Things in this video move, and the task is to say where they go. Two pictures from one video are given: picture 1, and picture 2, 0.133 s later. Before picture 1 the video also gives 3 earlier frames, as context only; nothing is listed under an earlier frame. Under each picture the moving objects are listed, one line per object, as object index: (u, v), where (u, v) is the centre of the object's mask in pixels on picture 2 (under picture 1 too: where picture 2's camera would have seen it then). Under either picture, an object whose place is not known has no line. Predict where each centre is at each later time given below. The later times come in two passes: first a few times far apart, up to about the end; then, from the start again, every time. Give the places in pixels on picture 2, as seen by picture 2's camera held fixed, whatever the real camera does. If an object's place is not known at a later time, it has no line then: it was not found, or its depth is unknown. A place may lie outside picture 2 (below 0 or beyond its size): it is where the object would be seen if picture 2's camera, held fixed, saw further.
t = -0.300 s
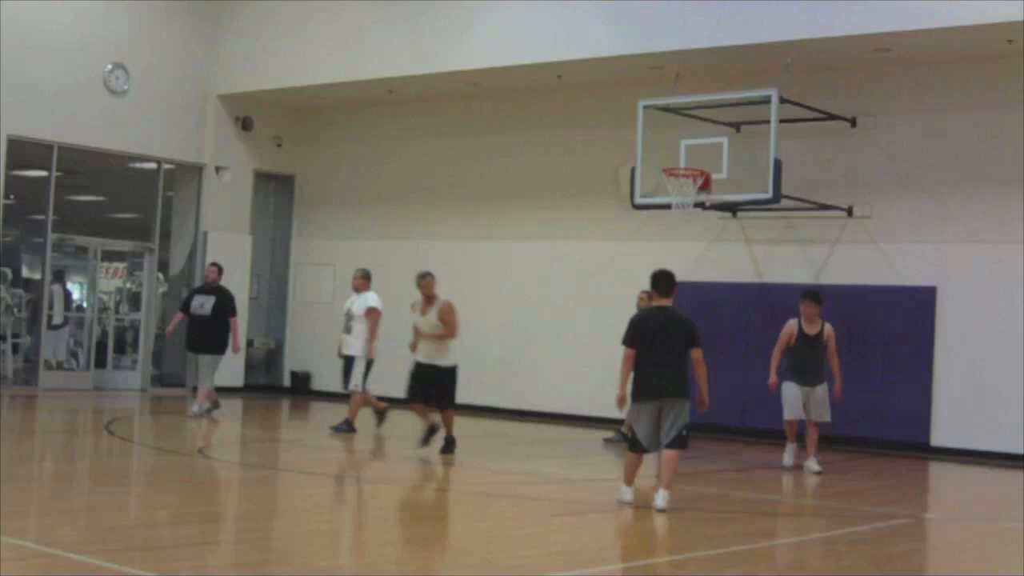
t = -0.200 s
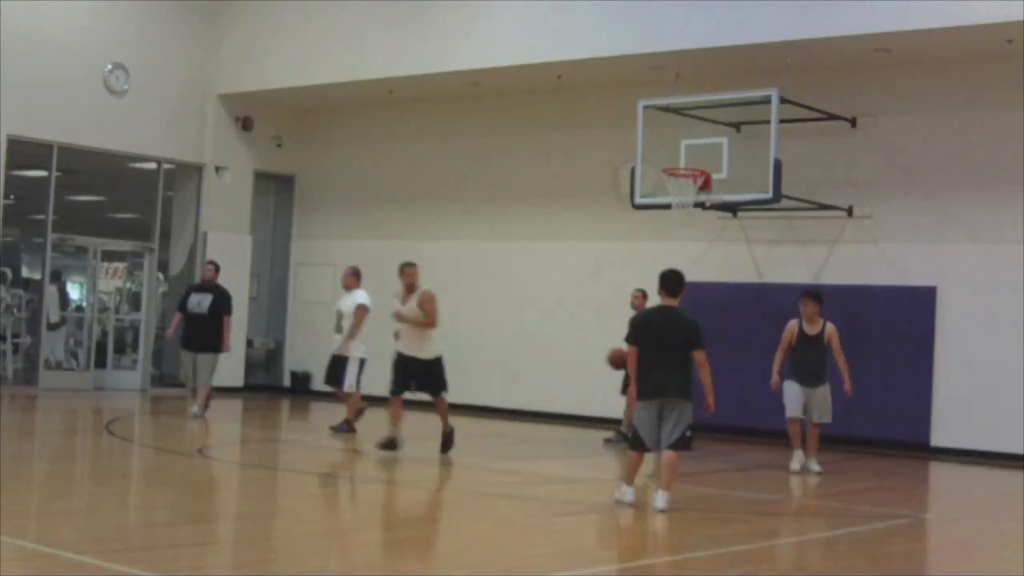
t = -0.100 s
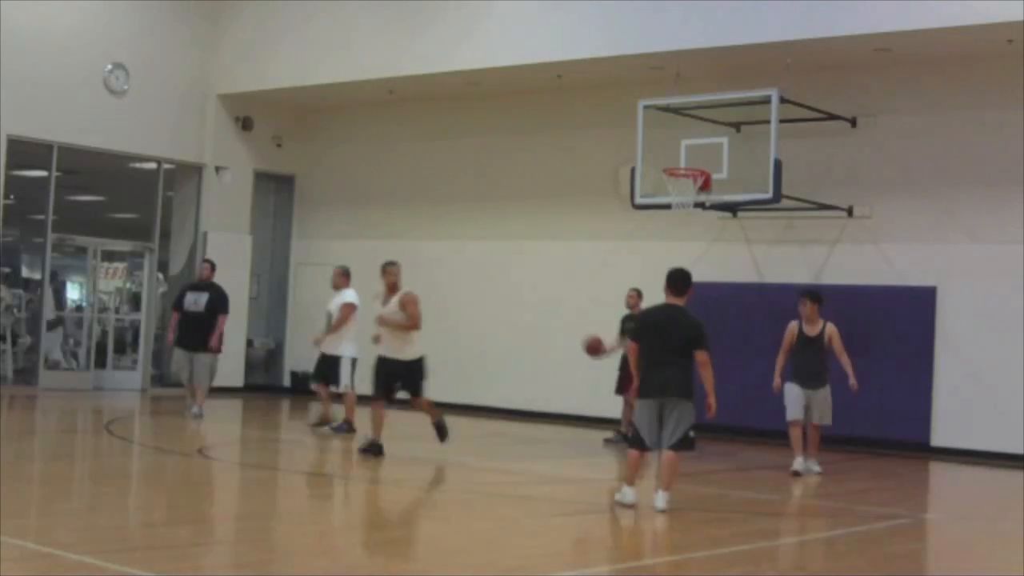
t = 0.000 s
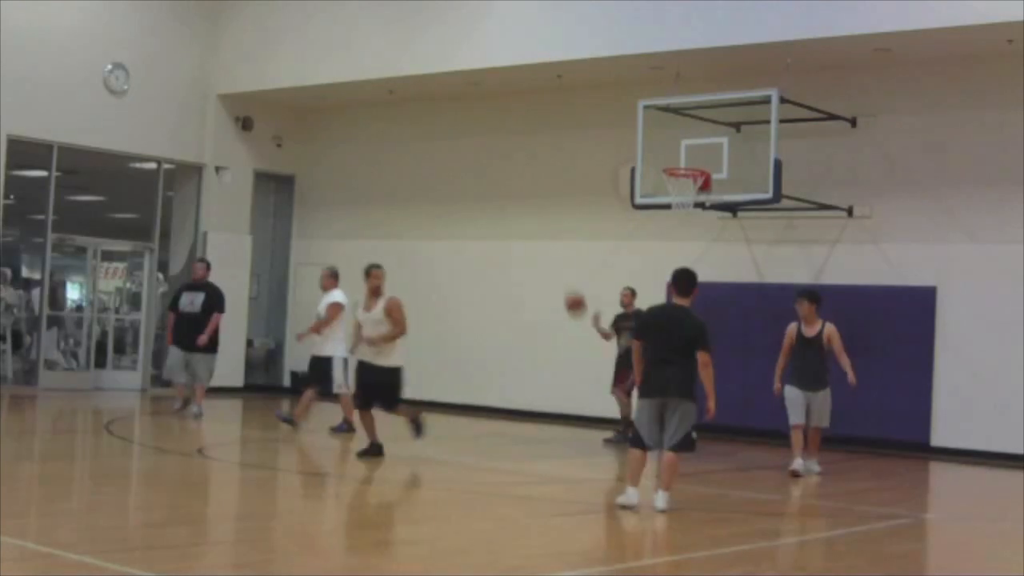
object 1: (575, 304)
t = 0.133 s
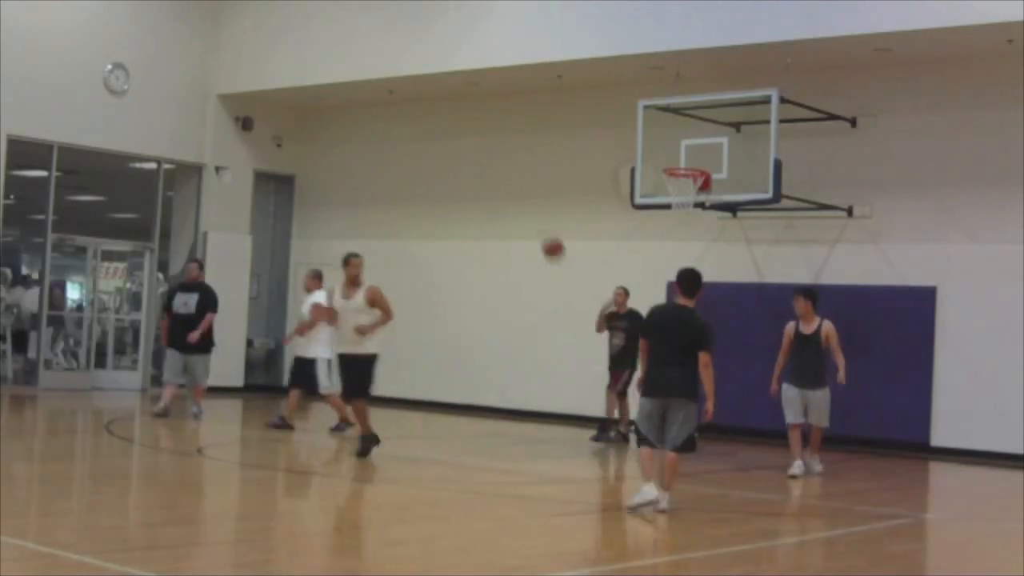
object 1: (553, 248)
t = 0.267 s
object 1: (529, 206)
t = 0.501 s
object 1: (481, 171)
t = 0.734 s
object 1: (423, 189)
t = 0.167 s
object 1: (547, 235)
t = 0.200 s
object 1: (542, 226)
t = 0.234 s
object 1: (536, 216)
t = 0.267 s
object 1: (529, 206)
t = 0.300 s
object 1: (523, 198)
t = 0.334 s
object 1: (516, 191)
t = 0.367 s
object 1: (509, 185)
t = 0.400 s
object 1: (502, 180)
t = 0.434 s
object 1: (495, 176)
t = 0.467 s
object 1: (488, 173)
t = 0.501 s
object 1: (481, 171)
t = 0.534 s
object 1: (473, 169)
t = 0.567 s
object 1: (465, 169)
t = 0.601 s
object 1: (457, 171)
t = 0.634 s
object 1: (449, 174)
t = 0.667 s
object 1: (440, 178)
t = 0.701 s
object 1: (432, 182)
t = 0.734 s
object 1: (423, 189)
